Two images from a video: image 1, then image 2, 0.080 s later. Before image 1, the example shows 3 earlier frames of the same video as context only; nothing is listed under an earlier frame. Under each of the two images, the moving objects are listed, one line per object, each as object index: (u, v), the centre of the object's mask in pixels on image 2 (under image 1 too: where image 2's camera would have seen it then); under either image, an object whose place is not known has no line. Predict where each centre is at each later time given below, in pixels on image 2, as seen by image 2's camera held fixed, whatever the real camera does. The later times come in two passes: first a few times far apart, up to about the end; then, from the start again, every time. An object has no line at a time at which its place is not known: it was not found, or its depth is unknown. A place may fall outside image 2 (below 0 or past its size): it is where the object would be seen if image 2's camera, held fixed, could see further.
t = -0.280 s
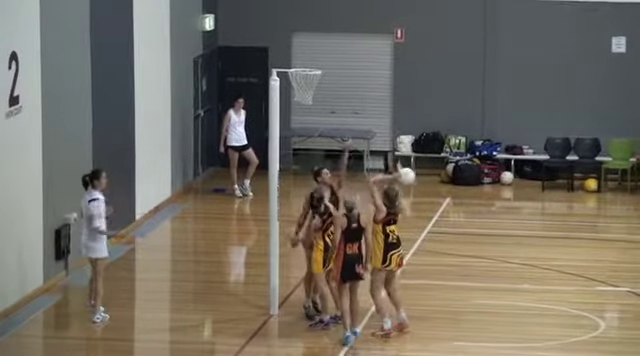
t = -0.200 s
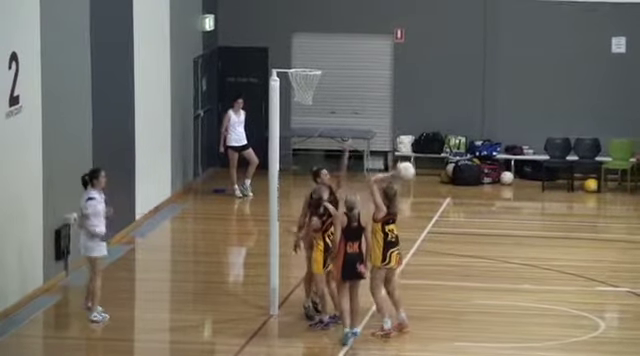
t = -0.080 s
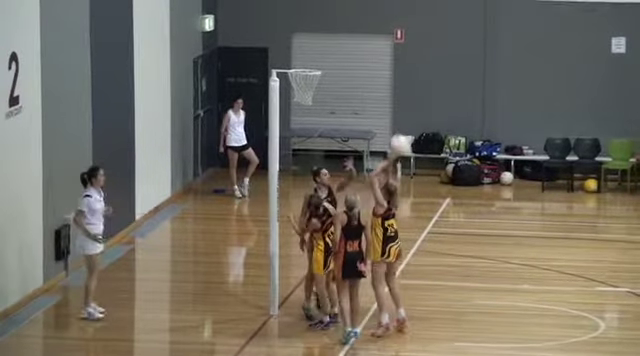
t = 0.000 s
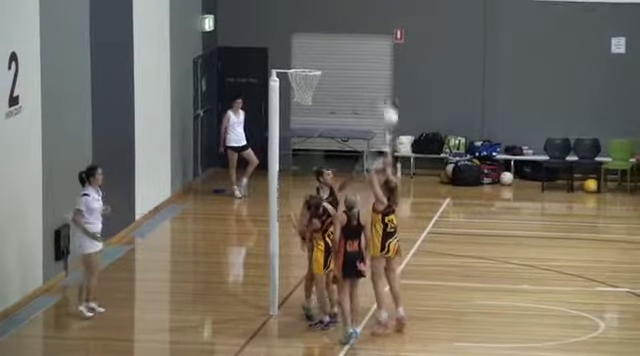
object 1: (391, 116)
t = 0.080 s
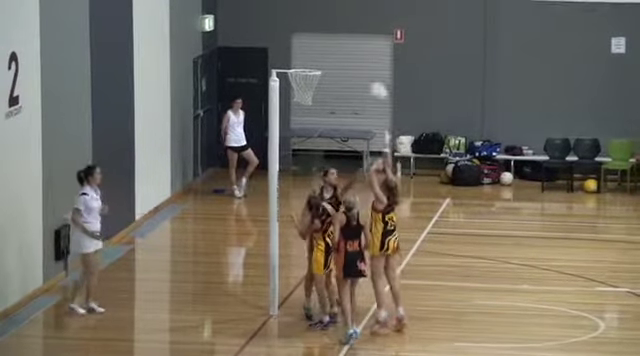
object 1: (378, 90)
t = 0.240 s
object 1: (355, 56)
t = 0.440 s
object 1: (328, 45)
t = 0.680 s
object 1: (301, 55)
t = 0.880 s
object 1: (302, 44)
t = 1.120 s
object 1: (307, 61)
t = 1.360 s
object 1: (309, 66)
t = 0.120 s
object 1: (372, 80)
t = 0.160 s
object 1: (367, 72)
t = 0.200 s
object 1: (361, 64)
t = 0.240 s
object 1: (355, 56)
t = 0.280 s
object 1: (350, 51)
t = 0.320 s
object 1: (344, 48)
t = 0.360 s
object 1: (339, 45)
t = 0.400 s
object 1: (333, 45)
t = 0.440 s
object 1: (328, 45)
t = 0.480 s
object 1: (323, 45)
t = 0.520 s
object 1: (318, 48)
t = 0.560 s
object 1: (311, 51)
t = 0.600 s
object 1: (305, 55)
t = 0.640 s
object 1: (301, 59)
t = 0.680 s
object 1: (301, 55)
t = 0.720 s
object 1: (302, 49)
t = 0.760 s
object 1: (301, 46)
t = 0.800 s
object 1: (302, 45)
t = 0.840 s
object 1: (302, 44)
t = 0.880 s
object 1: (302, 44)
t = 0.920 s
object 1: (303, 45)
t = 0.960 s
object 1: (305, 46)
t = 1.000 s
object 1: (306, 50)
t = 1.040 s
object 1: (307, 55)
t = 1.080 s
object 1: (307, 62)
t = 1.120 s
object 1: (307, 61)
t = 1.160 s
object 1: (308, 59)
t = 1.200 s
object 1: (308, 59)
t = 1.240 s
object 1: (308, 59)
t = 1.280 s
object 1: (308, 60)
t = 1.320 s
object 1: (310, 62)
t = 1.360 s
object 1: (309, 66)
